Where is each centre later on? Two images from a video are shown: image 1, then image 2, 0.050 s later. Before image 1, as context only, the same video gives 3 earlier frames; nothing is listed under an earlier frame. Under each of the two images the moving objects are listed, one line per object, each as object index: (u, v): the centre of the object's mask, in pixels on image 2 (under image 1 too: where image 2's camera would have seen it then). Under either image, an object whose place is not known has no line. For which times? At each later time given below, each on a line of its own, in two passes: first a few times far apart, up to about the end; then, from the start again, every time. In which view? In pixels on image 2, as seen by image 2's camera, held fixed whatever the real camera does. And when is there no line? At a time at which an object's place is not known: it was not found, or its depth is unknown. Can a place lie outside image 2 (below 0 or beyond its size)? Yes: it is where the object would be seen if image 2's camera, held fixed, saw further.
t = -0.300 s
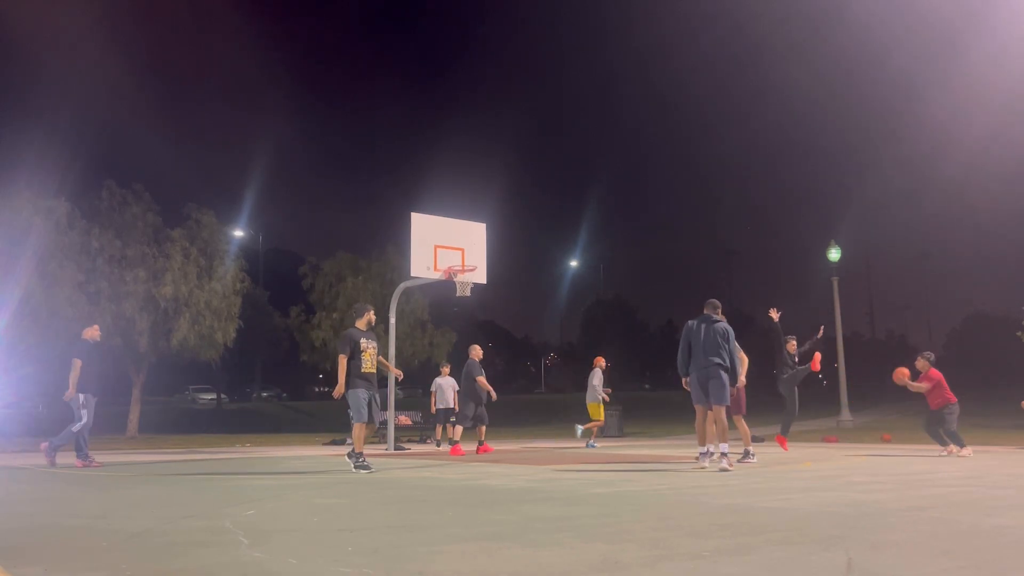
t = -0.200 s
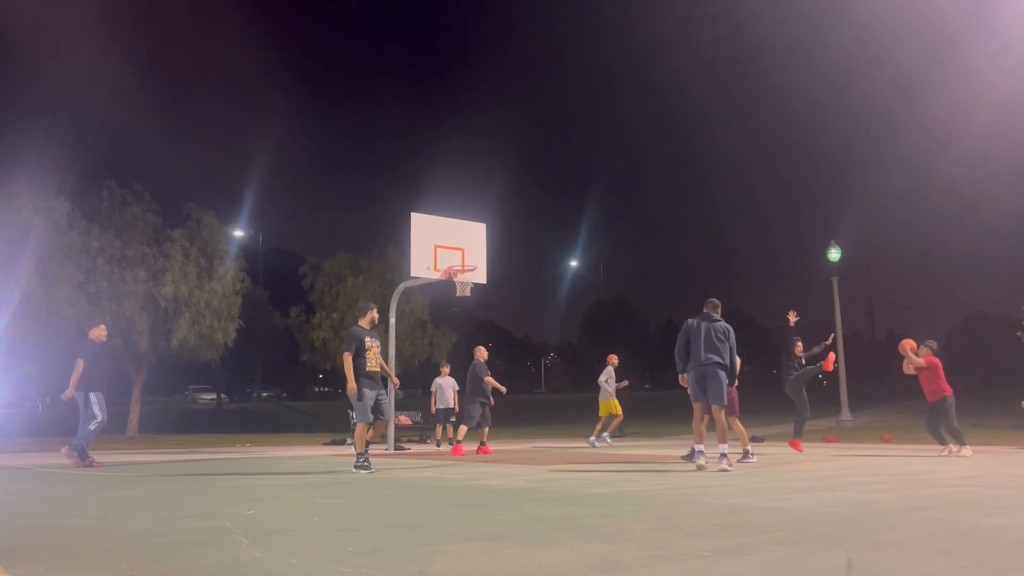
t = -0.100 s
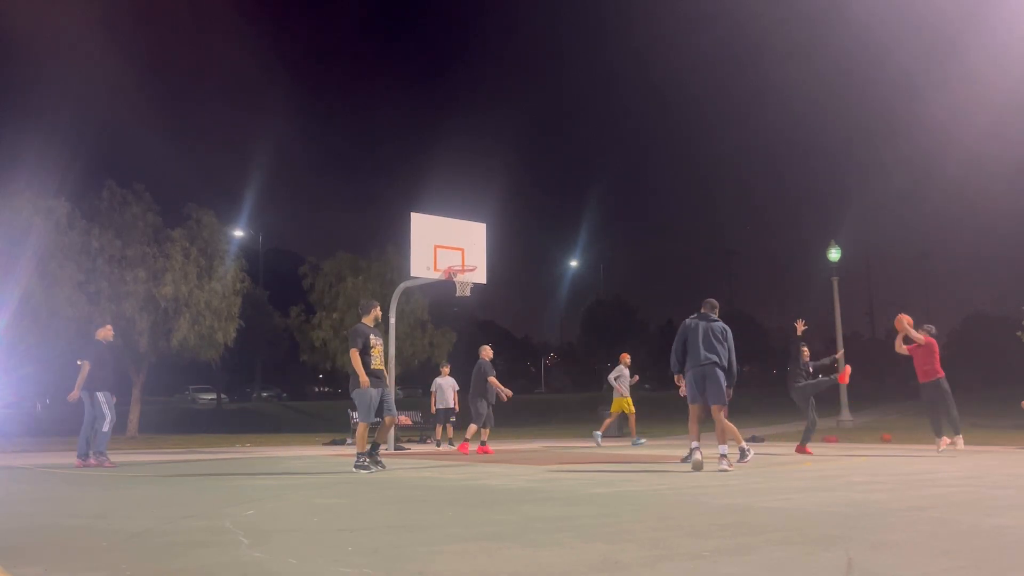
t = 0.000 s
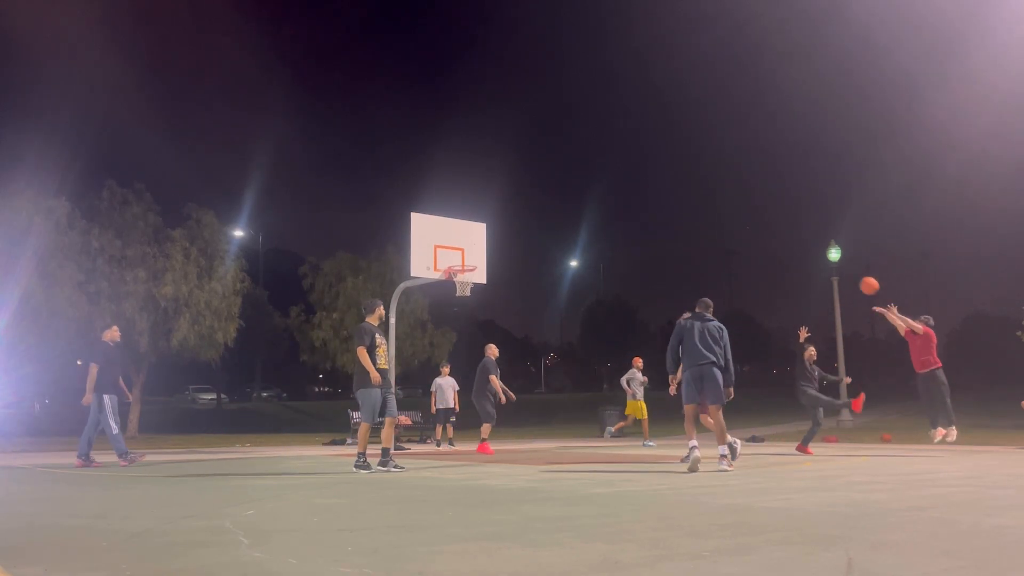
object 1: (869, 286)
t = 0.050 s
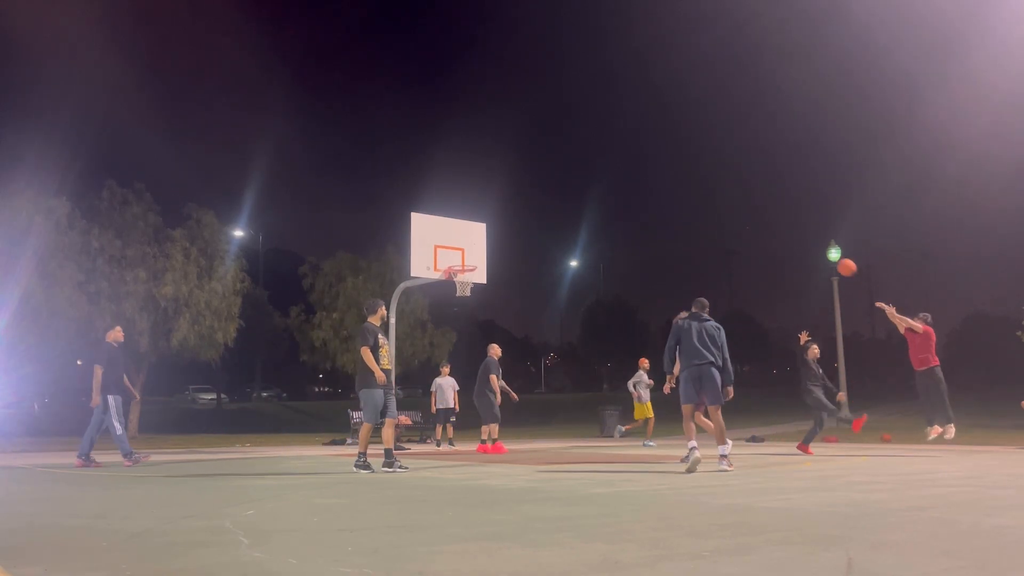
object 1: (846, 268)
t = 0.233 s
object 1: (769, 216)
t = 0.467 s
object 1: (681, 183)
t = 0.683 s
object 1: (607, 182)
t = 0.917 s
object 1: (535, 209)
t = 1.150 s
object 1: (466, 263)
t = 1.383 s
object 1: (447, 300)
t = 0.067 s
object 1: (840, 263)
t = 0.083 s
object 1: (831, 257)
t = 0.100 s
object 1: (823, 251)
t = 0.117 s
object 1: (817, 246)
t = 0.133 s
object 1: (810, 241)
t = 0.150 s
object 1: (803, 237)
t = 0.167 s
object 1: (796, 232)
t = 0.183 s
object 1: (789, 228)
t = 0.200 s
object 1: (782, 224)
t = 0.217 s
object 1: (775, 220)
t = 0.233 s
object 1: (769, 216)
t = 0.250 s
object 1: (762, 213)
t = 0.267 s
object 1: (755, 209)
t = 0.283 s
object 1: (749, 206)
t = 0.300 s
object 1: (743, 203)
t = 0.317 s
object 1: (736, 200)
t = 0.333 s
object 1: (730, 198)
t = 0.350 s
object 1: (723, 195)
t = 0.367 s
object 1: (718, 193)
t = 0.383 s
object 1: (711, 191)
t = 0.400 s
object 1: (705, 189)
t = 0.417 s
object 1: (699, 187)
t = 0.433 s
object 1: (693, 186)
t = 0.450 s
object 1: (687, 184)
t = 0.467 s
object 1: (681, 183)
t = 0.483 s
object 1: (675, 182)
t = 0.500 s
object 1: (669, 181)
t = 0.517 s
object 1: (664, 180)
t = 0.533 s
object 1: (658, 180)
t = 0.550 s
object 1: (652, 179)
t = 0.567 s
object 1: (646, 179)
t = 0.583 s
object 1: (641, 179)
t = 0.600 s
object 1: (635, 179)
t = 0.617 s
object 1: (629, 179)
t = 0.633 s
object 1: (624, 180)
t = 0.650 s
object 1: (618, 180)
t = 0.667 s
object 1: (613, 181)
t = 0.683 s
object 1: (607, 182)
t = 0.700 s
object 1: (602, 183)
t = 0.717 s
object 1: (597, 184)
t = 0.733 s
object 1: (591, 185)
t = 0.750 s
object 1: (586, 186)
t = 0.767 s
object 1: (581, 188)
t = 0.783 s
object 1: (575, 190)
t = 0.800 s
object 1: (570, 191)
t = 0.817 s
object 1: (565, 193)
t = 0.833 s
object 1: (560, 196)
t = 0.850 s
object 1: (555, 198)
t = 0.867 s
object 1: (550, 200)
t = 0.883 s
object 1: (545, 203)
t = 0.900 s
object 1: (540, 206)
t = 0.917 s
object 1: (535, 209)
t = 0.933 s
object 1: (530, 212)
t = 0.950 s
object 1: (525, 215)
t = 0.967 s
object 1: (520, 218)
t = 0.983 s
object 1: (515, 222)
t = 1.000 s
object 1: (510, 225)
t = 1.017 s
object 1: (505, 229)
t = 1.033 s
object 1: (500, 233)
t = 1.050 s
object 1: (495, 237)
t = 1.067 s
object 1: (491, 240)
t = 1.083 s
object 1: (486, 245)
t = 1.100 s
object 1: (481, 249)
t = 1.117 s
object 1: (476, 254)
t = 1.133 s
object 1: (471, 258)
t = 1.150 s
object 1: (466, 263)
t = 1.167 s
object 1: (461, 268)
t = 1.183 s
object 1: (457, 274)
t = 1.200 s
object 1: (453, 277)
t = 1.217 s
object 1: (451, 280)
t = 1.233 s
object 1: (450, 281)
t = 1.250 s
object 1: (450, 283)
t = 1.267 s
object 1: (450, 287)
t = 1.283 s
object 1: (449, 288)
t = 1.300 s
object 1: (449, 289)
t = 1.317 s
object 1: (448, 291)
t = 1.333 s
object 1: (448, 293)
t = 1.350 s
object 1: (448, 295)
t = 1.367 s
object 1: (448, 297)
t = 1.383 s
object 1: (447, 300)
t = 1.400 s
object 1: (447, 303)
